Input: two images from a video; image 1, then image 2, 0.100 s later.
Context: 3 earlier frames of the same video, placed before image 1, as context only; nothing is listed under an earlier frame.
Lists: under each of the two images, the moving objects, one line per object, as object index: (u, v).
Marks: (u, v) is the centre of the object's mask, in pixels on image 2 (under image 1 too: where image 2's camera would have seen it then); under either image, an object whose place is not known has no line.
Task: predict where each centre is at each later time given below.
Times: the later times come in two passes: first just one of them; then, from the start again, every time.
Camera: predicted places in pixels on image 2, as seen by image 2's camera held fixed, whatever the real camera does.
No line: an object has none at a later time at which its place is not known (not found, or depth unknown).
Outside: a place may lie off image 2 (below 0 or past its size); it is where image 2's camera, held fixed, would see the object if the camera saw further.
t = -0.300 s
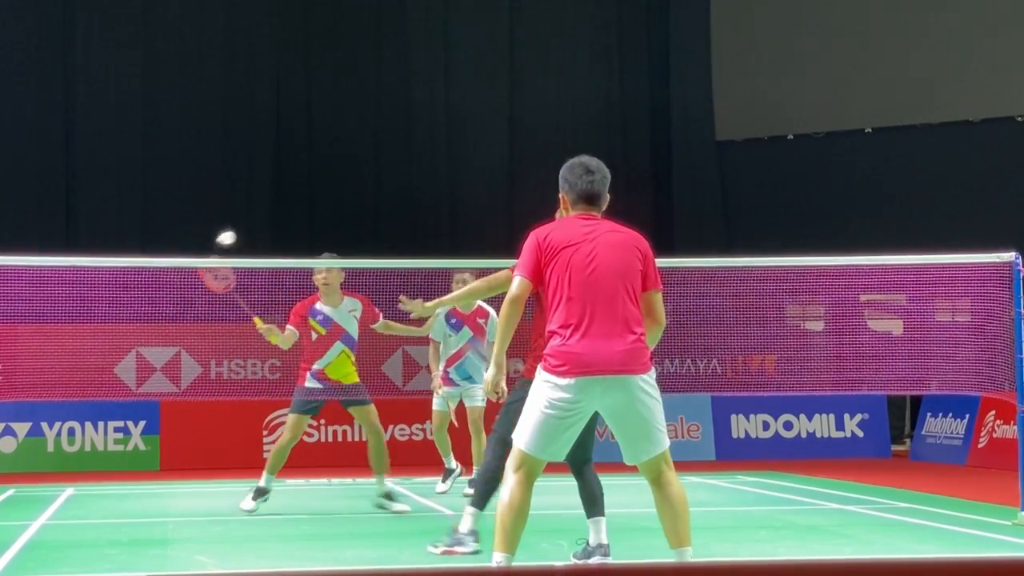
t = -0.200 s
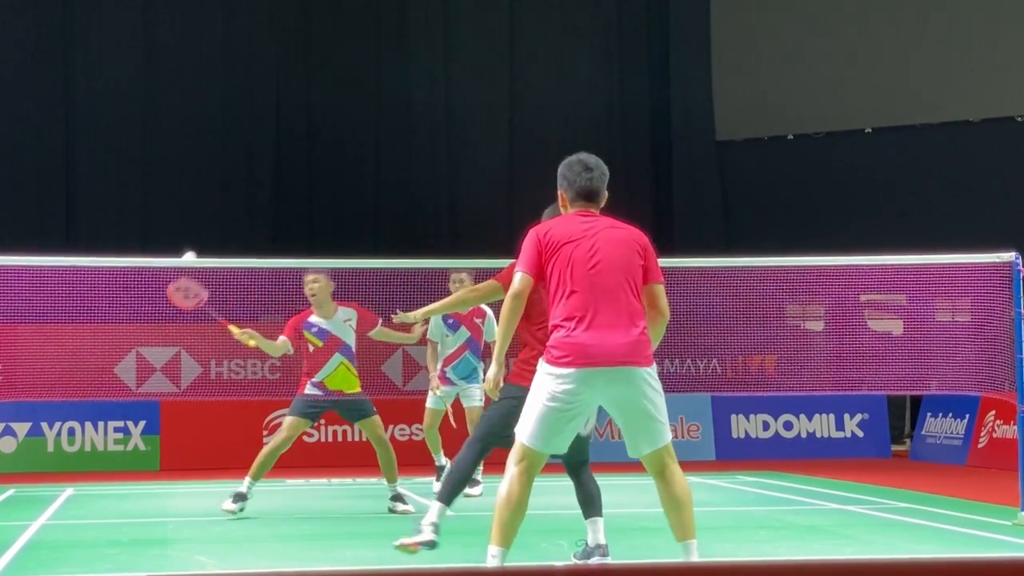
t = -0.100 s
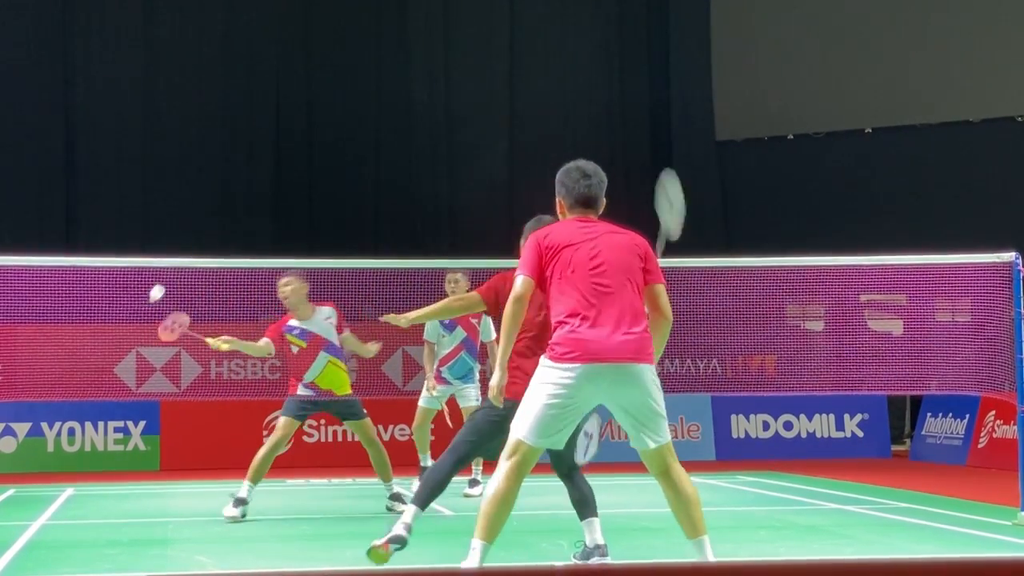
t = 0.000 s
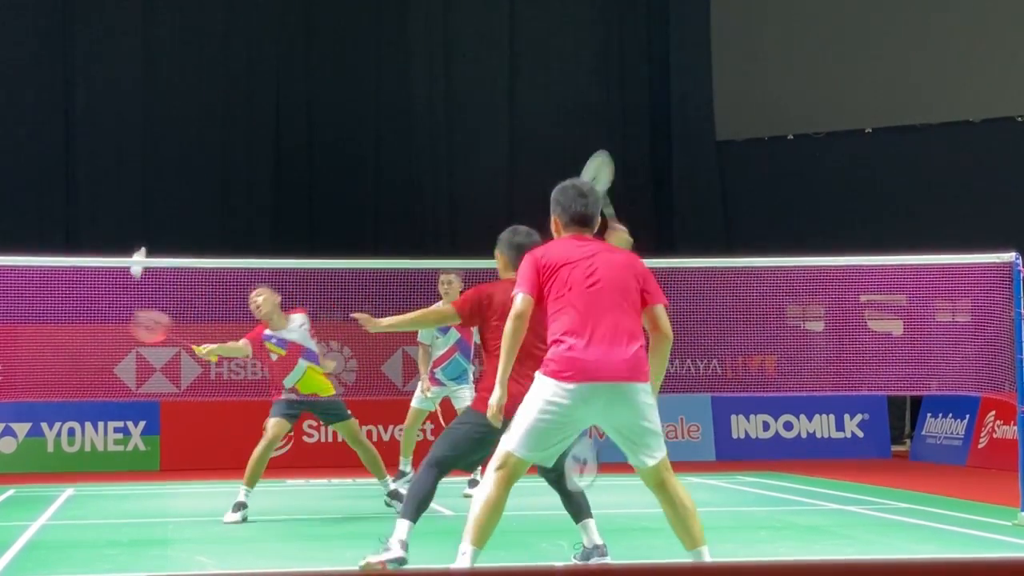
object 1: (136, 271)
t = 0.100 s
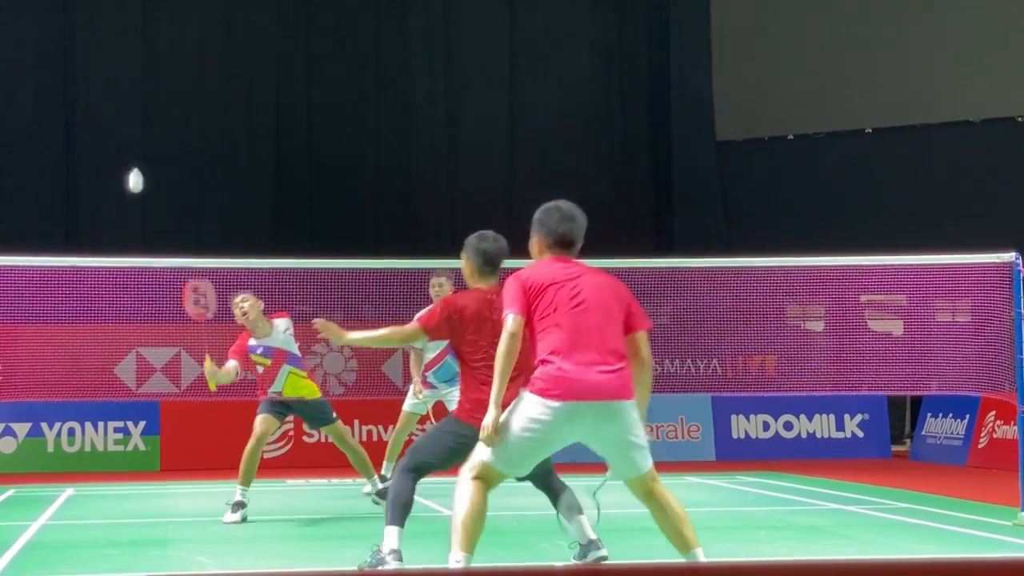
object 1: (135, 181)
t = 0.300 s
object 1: (122, 83)
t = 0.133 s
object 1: (134, 158)
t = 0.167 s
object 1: (132, 139)
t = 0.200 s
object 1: (129, 121)
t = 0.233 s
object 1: (126, 106)
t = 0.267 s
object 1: (124, 94)
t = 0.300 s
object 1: (122, 83)
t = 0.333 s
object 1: (119, 76)
